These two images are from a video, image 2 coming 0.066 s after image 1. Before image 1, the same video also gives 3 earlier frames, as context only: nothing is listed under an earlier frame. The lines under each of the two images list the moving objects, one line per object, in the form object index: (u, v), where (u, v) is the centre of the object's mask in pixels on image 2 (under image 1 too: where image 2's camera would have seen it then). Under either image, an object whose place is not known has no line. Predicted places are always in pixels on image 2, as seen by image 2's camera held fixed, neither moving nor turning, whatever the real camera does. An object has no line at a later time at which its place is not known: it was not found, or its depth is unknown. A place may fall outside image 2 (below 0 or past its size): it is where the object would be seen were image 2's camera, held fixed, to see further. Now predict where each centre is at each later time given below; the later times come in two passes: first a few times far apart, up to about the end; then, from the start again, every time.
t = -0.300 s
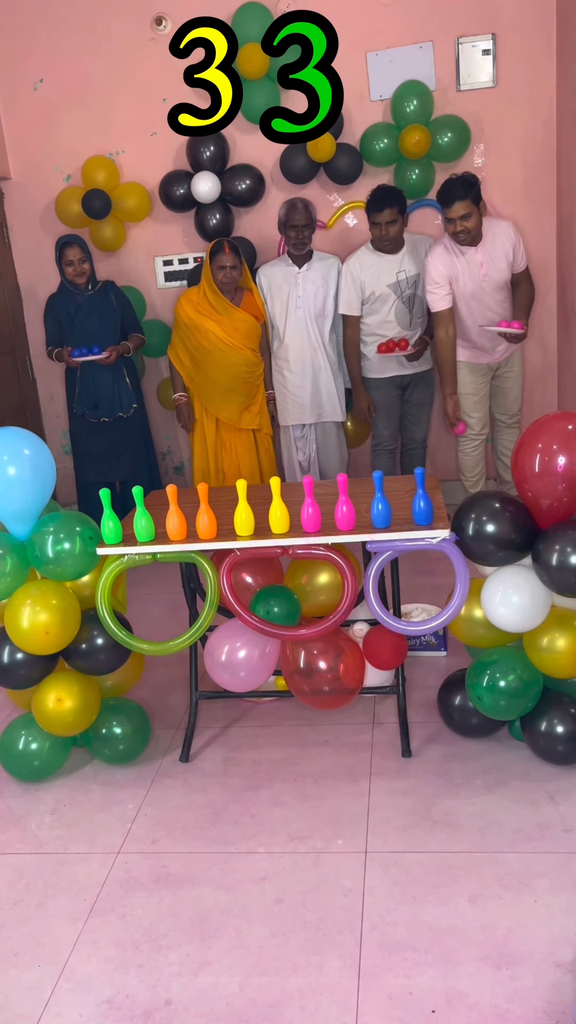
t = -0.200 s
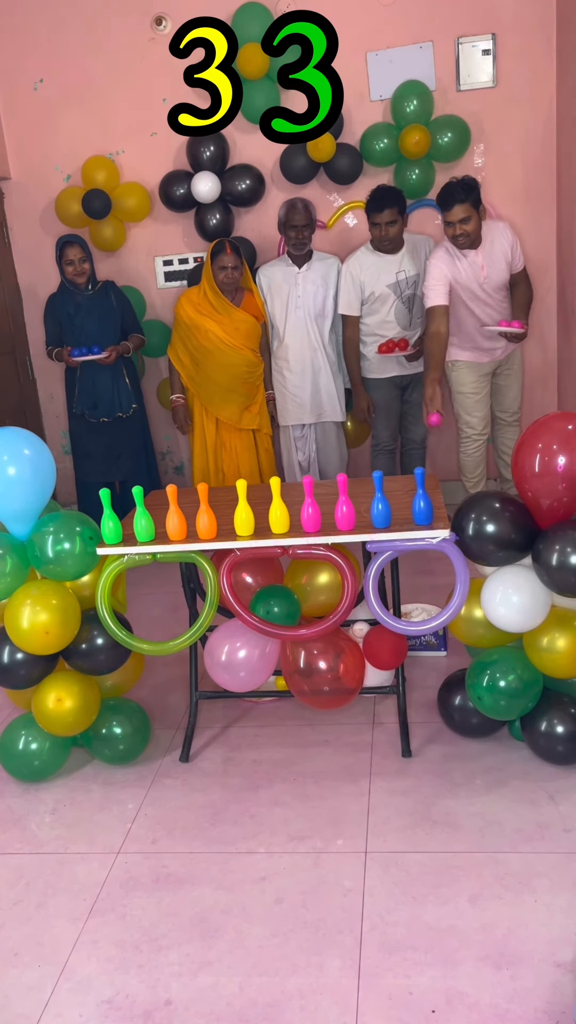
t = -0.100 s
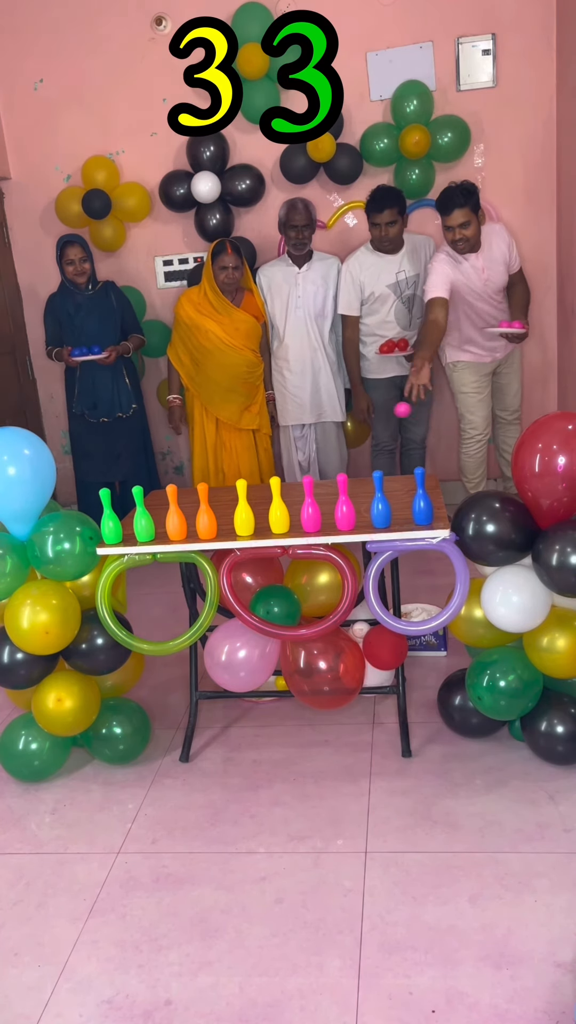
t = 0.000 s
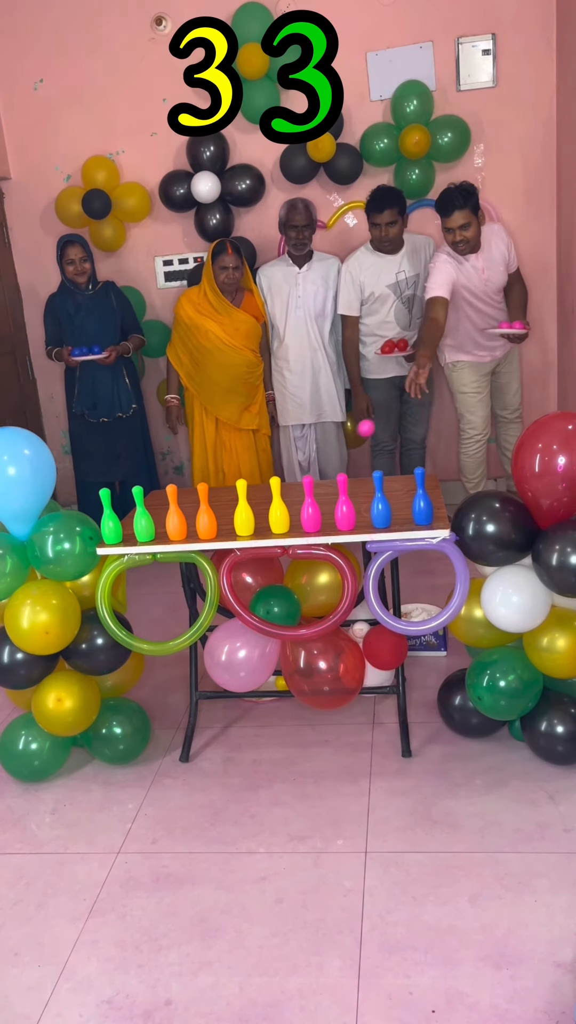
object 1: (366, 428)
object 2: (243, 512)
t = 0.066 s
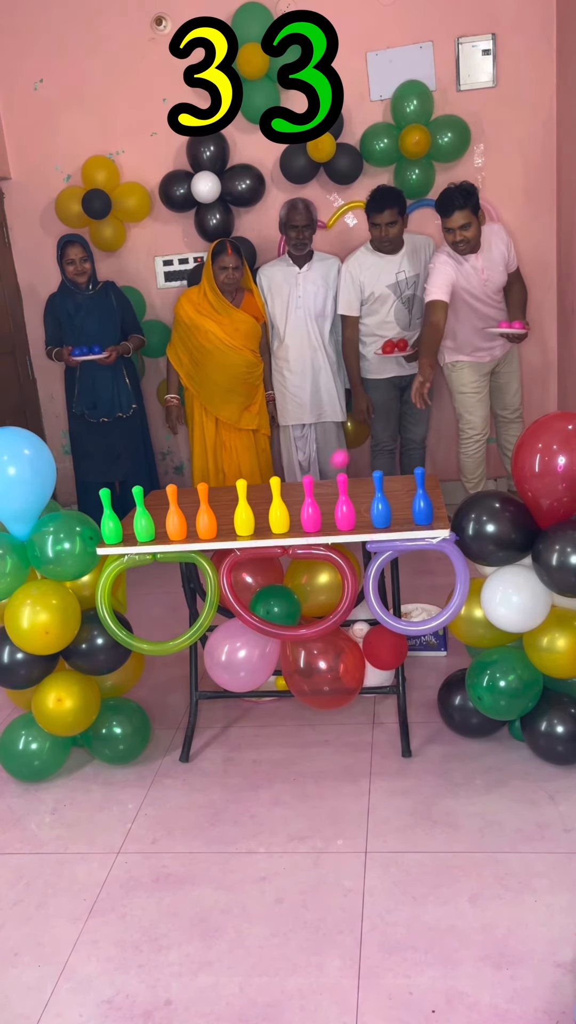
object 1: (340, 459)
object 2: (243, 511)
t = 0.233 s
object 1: (265, 493)
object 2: (243, 511)
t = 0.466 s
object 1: (265, 623)
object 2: (226, 514)
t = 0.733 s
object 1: (290, 954)
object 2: (204, 537)
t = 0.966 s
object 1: (265, 966)
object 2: (182, 667)
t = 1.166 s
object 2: (151, 768)
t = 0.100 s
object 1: (325, 481)
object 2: (243, 511)
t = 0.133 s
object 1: (316, 479)
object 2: (243, 512)
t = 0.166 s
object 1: (296, 480)
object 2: (243, 511)
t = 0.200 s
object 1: (286, 483)
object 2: (243, 511)
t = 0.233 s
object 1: (265, 493)
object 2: (243, 511)
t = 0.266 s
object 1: (258, 502)
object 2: (242, 511)
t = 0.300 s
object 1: (258, 509)
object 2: (238, 511)
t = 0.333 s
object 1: (259, 521)
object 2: (234, 511)
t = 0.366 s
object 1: (259, 538)
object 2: (232, 512)
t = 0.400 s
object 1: (261, 562)
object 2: (229, 513)
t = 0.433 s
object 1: (263, 590)
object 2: (228, 513)
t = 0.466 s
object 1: (265, 623)
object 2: (226, 514)
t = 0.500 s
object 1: (269, 665)
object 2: (224, 515)
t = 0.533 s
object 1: (272, 711)
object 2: (222, 516)
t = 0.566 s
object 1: (277, 763)
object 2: (219, 518)
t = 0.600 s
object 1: (282, 822)
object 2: (216, 521)
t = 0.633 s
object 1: (288, 887)
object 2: (214, 526)
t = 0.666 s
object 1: (295, 956)
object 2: (211, 532)
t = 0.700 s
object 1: (294, 974)
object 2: (208, 534)
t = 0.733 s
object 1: (290, 954)
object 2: (204, 537)
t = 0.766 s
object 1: (285, 940)
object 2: (199, 542)
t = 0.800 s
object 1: (281, 930)
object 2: (194, 553)
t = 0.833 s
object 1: (277, 924)
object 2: (189, 569)
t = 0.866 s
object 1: (274, 925)
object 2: (186, 588)
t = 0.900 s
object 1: (270, 932)
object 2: (184, 611)
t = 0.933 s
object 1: (268, 946)
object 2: (182, 638)
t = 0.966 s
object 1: (265, 966)
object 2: (182, 667)
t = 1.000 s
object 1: (264, 995)
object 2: (181, 698)
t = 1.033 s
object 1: (263, 1016)
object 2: (180, 733)
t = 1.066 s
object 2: (179, 771)
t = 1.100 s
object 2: (180, 803)
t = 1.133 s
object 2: (165, 783)
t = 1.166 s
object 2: (151, 768)
